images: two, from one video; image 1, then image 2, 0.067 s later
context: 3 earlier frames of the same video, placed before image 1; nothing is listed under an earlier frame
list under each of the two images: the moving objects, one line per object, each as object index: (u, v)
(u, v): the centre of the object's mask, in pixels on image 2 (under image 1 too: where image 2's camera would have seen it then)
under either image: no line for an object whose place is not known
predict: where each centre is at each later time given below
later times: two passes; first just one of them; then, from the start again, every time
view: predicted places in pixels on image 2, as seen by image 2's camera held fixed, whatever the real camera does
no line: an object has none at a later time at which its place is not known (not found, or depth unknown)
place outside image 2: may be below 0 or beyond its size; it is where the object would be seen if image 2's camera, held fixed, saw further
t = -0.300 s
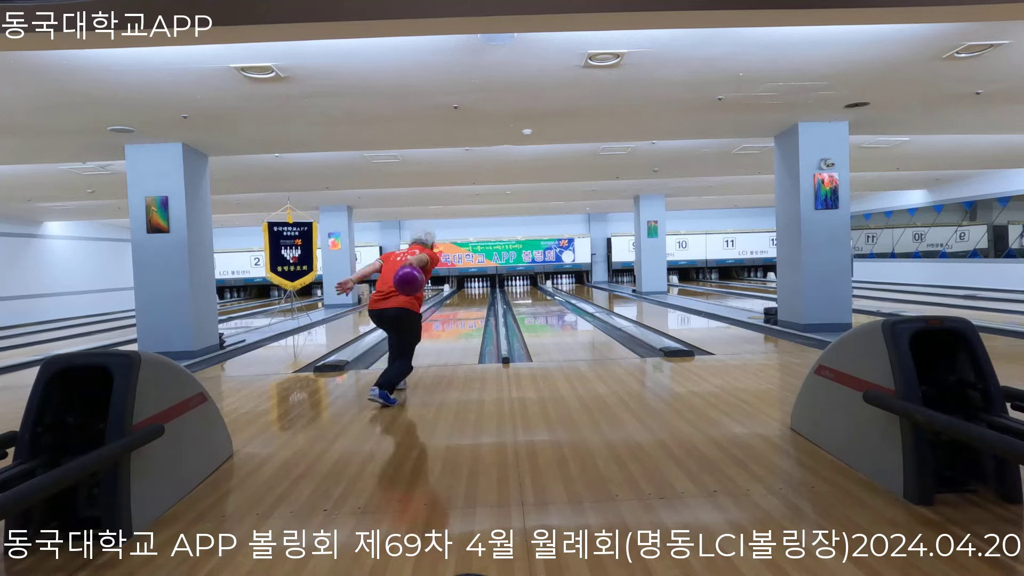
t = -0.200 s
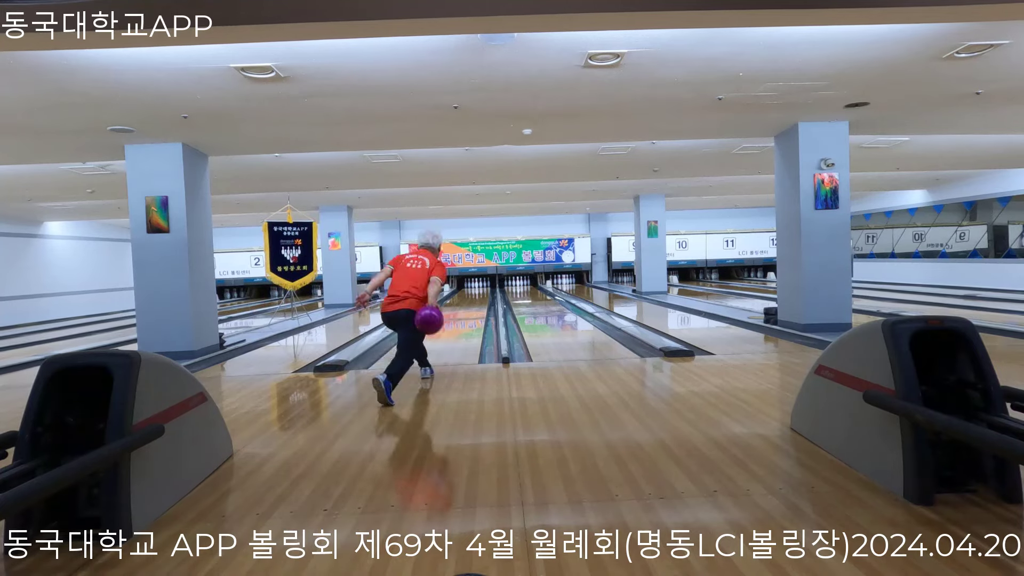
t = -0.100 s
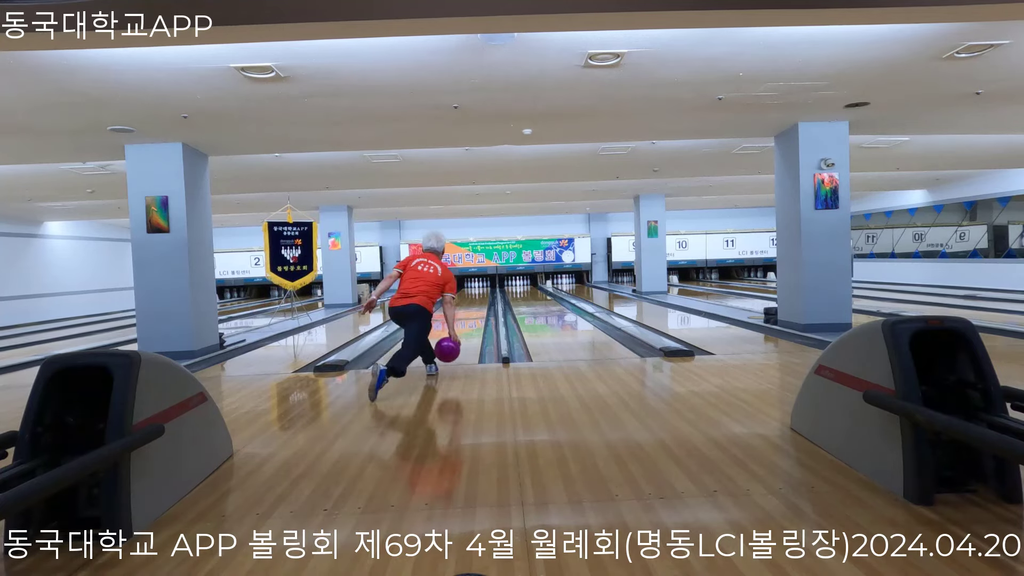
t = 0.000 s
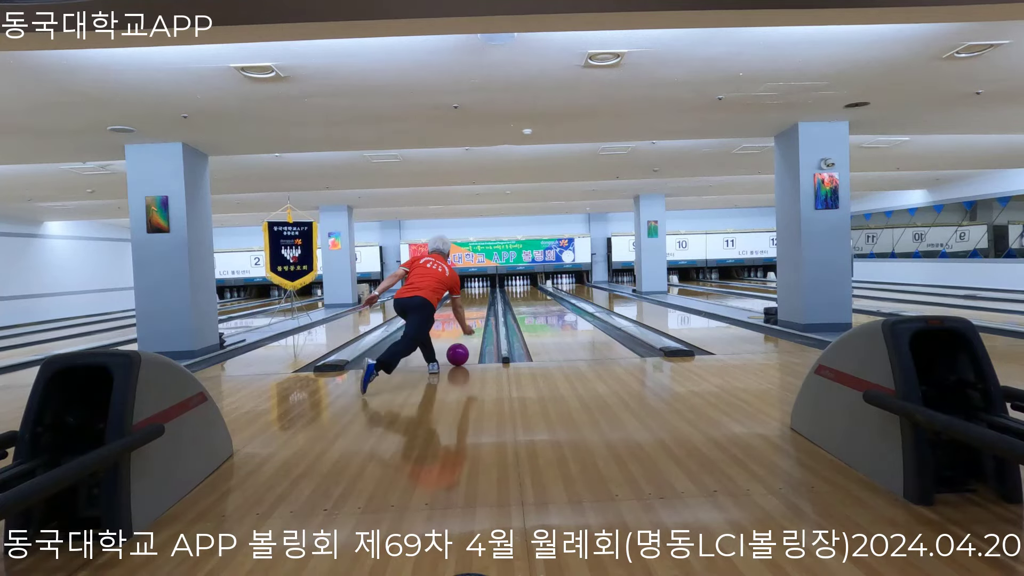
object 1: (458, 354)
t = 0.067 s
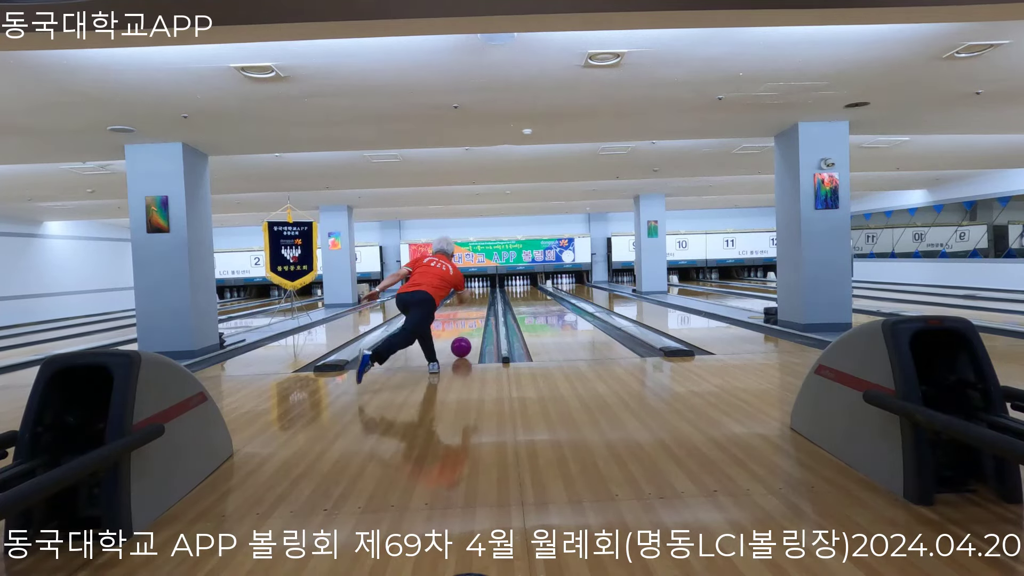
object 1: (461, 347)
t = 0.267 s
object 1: (468, 330)
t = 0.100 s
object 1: (462, 344)
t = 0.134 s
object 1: (464, 341)
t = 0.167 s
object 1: (465, 338)
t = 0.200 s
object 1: (466, 335)
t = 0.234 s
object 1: (467, 333)
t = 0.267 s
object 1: (468, 330)
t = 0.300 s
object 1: (469, 328)
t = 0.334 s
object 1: (470, 326)
